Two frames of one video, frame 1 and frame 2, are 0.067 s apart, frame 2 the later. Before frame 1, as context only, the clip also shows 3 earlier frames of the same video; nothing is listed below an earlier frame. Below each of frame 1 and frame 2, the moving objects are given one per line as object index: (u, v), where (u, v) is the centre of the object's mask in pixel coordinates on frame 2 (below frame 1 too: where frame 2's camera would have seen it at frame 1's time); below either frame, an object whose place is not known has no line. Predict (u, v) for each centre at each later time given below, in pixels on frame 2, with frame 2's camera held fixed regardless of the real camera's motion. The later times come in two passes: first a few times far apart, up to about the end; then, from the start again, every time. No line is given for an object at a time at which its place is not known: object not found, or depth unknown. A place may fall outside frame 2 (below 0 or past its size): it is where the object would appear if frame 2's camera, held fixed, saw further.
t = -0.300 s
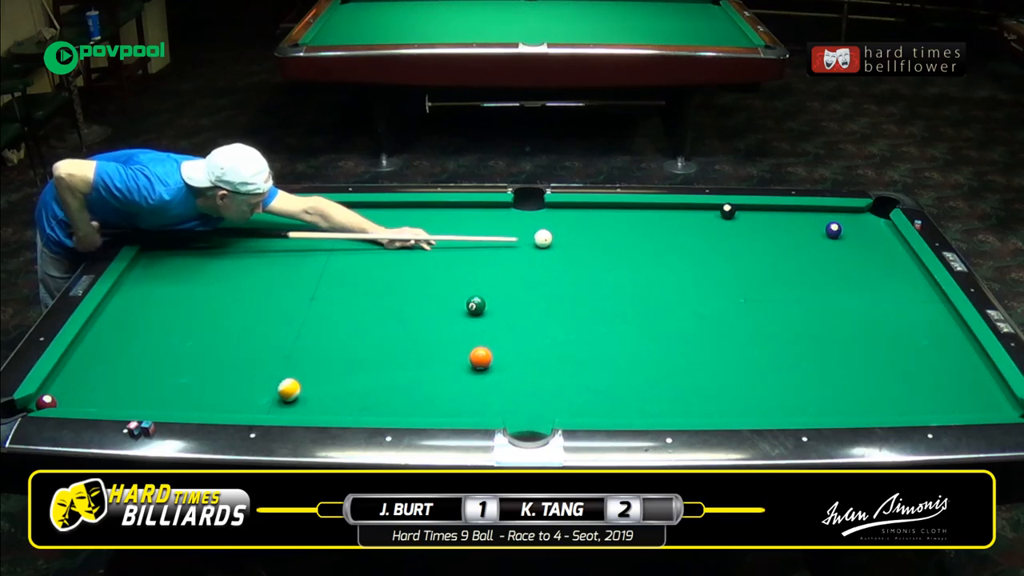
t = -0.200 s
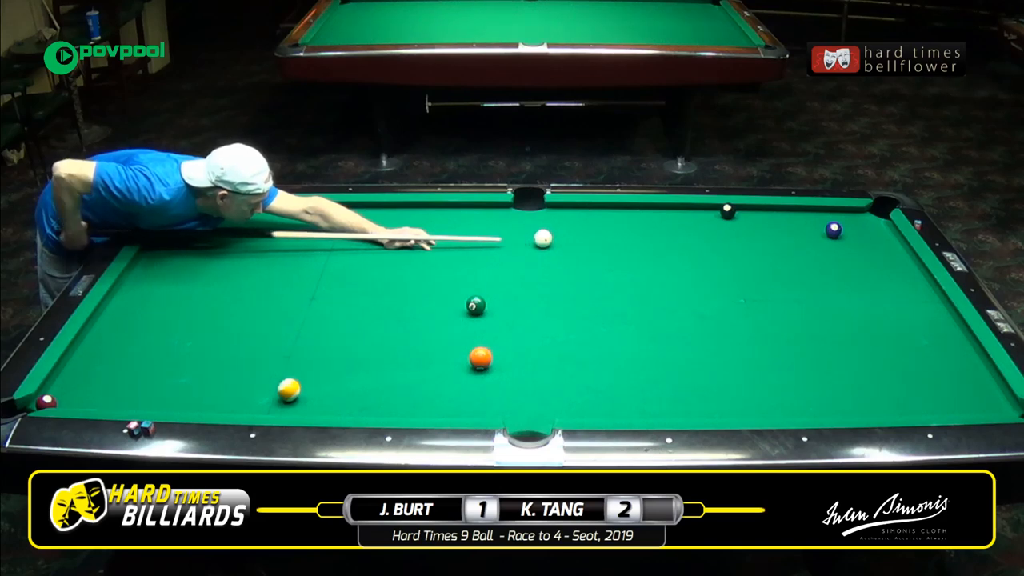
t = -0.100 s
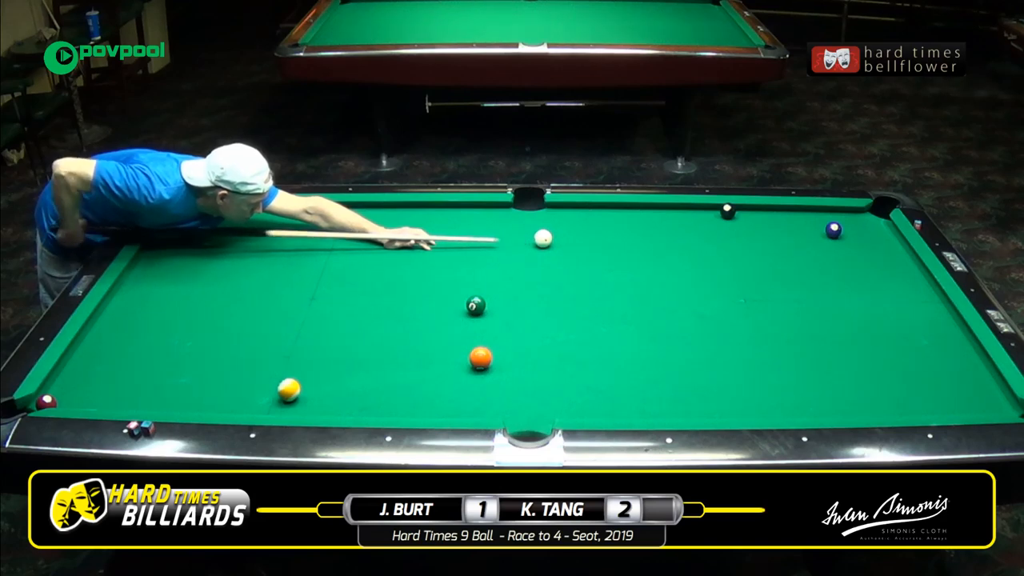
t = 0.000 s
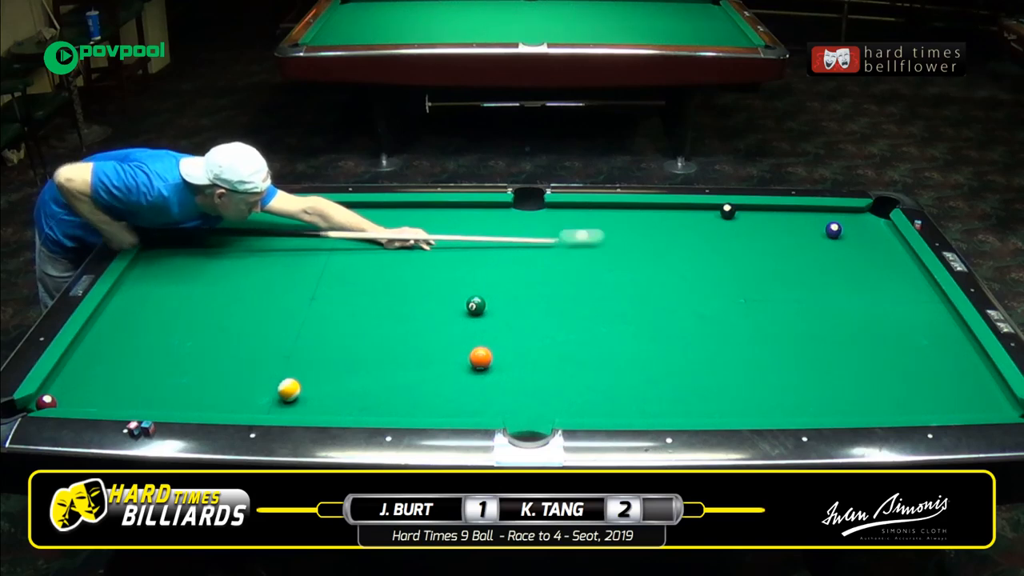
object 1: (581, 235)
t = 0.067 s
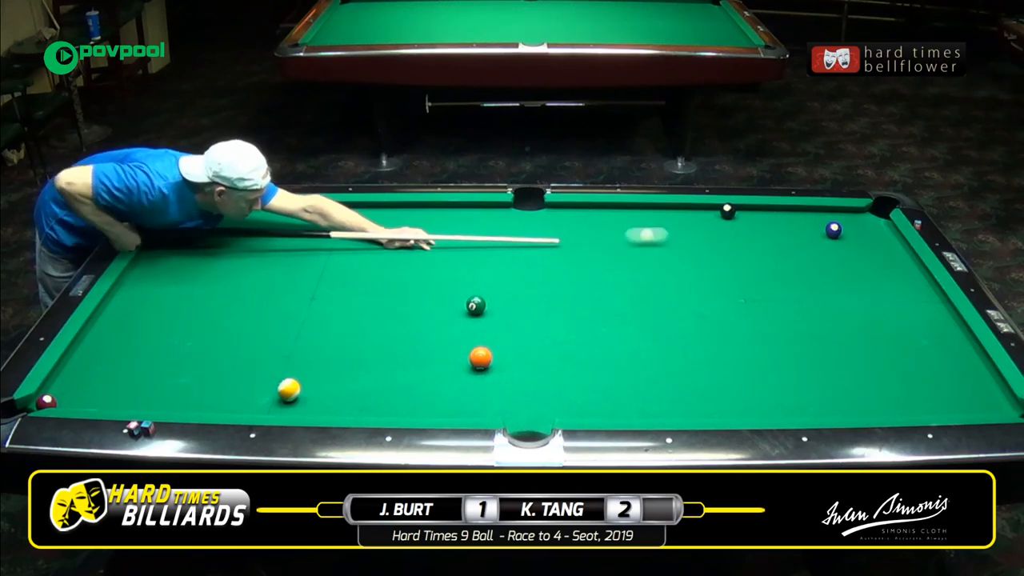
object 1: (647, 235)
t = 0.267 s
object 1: (810, 232)
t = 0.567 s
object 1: (908, 268)
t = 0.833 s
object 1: (916, 304)
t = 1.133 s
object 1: (901, 350)
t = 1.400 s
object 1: (885, 398)
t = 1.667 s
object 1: (835, 391)
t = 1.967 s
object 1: (769, 360)
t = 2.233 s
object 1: (716, 335)
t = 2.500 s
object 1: (668, 313)
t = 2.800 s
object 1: (620, 290)
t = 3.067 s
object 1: (581, 272)
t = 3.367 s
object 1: (543, 254)
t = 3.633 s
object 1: (512, 240)
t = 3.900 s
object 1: (484, 227)
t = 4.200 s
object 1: (456, 213)
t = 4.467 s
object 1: (434, 206)
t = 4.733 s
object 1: (419, 212)
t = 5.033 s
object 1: (403, 218)
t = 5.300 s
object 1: (390, 223)
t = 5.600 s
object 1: (376, 227)
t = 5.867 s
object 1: (366, 231)
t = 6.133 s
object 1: (356, 235)
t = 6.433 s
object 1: (348, 239)
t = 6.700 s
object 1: (342, 241)
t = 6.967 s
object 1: (338, 242)
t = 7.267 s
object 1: (335, 244)
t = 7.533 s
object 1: (333, 244)
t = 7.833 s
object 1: (334, 244)
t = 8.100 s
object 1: (333, 244)
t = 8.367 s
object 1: (334, 244)
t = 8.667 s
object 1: (334, 244)
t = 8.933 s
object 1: (334, 244)
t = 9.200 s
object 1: (334, 244)
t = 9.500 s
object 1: (334, 244)
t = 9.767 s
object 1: (334, 244)
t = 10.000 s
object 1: (334, 244)
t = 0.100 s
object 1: (677, 234)
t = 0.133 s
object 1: (707, 233)
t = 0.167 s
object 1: (739, 233)
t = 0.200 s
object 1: (763, 233)
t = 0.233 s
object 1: (789, 232)
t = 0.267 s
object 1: (810, 232)
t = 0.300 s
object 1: (828, 236)
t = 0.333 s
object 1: (840, 241)
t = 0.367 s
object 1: (850, 245)
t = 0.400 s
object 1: (860, 249)
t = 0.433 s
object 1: (869, 253)
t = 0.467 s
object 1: (879, 256)
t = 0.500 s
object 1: (888, 260)
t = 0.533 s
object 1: (898, 264)
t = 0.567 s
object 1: (908, 268)
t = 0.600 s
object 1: (918, 273)
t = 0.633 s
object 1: (925, 276)
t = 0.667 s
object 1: (923, 281)
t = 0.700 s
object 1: (922, 286)
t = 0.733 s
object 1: (920, 291)
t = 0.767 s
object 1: (919, 295)
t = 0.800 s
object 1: (917, 300)
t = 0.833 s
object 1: (916, 304)
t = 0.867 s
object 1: (914, 309)
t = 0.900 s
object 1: (913, 314)
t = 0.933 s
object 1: (911, 319)
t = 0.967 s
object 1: (909, 324)
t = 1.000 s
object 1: (908, 329)
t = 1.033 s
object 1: (906, 334)
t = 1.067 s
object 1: (905, 340)
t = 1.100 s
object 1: (902, 345)
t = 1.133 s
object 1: (901, 350)
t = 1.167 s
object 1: (899, 356)
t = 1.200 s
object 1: (897, 362)
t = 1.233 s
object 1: (895, 368)
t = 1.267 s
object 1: (893, 373)
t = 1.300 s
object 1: (891, 380)
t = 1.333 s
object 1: (890, 386)
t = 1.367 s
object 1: (887, 392)
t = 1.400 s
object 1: (885, 398)
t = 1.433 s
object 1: (883, 404)
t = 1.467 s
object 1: (881, 408)
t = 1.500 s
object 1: (874, 407)
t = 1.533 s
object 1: (866, 405)
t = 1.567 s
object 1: (858, 402)
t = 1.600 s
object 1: (850, 398)
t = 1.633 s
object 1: (842, 394)
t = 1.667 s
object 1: (835, 391)
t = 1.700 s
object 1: (827, 387)
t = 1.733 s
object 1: (820, 384)
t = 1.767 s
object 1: (812, 380)
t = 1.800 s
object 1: (805, 377)
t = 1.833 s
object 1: (797, 373)
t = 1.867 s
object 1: (791, 370)
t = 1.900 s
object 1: (783, 367)
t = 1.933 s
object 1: (776, 364)
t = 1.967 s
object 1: (769, 360)
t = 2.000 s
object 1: (762, 357)
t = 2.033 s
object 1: (756, 354)
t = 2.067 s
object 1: (749, 351)
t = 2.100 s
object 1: (742, 348)
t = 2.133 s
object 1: (735, 344)
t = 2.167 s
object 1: (729, 341)
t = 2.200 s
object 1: (723, 338)
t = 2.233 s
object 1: (716, 335)
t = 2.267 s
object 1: (710, 333)
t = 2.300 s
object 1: (704, 330)
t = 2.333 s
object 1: (698, 327)
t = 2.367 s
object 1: (692, 324)
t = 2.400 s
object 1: (686, 321)
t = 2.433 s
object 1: (680, 319)
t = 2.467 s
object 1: (674, 316)
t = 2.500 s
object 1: (668, 313)
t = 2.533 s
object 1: (663, 310)
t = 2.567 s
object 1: (657, 308)
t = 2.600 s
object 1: (651, 305)
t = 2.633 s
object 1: (646, 303)
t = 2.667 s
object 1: (640, 300)
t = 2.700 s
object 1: (635, 298)
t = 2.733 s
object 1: (630, 295)
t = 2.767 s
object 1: (625, 293)
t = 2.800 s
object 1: (620, 290)
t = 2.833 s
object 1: (614, 288)
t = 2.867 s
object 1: (610, 286)
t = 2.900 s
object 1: (605, 283)
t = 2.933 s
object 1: (600, 281)
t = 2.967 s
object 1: (595, 279)
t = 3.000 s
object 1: (591, 277)
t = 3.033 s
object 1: (586, 275)
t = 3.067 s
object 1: (581, 272)
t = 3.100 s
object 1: (577, 270)
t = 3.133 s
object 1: (572, 268)
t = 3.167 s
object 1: (568, 266)
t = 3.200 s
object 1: (563, 264)
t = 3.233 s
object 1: (559, 262)
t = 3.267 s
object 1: (555, 260)
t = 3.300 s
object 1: (551, 258)
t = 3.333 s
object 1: (546, 256)
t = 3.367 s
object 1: (543, 254)
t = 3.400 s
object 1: (539, 252)
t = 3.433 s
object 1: (535, 250)
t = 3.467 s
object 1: (530, 249)
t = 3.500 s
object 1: (527, 247)
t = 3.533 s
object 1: (523, 245)
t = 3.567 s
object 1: (519, 243)
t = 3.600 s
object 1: (515, 241)
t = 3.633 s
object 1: (512, 240)
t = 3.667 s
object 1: (508, 238)
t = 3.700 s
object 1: (504, 236)
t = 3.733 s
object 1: (501, 235)
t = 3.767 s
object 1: (497, 233)
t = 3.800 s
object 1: (494, 231)
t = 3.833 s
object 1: (491, 230)
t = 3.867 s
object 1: (487, 228)
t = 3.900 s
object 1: (484, 227)
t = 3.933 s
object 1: (481, 225)
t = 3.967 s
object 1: (477, 224)
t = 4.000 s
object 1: (474, 222)
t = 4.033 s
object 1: (471, 221)
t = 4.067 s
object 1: (468, 219)
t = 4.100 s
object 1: (465, 218)
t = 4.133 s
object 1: (462, 216)
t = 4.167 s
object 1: (459, 215)
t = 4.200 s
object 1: (456, 213)
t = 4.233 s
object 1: (453, 212)
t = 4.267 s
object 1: (450, 211)
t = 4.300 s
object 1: (447, 210)
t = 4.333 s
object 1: (444, 208)
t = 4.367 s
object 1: (441, 207)
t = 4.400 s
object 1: (439, 206)
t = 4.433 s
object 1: (436, 205)
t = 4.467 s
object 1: (434, 206)
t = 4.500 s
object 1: (432, 207)
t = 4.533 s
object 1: (430, 208)
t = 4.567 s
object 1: (428, 208)
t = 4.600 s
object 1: (426, 209)
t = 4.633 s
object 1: (425, 210)
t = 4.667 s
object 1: (423, 210)
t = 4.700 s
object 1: (421, 211)
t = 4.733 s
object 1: (419, 212)
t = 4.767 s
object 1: (417, 212)
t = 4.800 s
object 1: (415, 213)
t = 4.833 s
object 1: (413, 214)
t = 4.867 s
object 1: (412, 214)
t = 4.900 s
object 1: (410, 215)
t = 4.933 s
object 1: (408, 216)
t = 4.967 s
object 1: (406, 216)
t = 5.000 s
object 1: (405, 217)
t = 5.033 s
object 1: (403, 218)
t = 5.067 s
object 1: (401, 218)
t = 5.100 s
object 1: (399, 219)
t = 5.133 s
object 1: (398, 219)
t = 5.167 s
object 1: (396, 220)
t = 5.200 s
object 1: (394, 221)
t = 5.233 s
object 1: (393, 221)
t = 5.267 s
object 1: (391, 222)
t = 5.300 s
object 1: (390, 223)
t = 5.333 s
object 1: (388, 223)
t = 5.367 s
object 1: (386, 224)
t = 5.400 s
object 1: (385, 224)
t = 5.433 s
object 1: (383, 225)
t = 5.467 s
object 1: (382, 226)
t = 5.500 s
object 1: (380, 226)
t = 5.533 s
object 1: (379, 226)
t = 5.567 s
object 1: (377, 227)
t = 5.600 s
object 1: (376, 227)
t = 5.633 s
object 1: (375, 228)
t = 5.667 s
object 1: (373, 228)
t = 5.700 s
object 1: (372, 229)
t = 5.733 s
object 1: (371, 229)
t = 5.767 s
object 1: (369, 230)
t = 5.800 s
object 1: (368, 231)
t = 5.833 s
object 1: (367, 231)
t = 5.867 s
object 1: (366, 231)
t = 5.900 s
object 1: (364, 232)
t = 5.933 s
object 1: (363, 232)
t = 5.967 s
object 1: (362, 233)
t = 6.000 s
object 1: (361, 233)
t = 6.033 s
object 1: (360, 234)
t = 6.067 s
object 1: (359, 234)
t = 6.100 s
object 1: (358, 235)
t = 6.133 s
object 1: (356, 235)
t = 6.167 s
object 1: (356, 235)
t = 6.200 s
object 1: (355, 236)
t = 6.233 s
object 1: (354, 236)
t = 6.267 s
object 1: (353, 237)
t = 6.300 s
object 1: (352, 237)
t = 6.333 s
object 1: (351, 237)
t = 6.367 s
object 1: (350, 238)
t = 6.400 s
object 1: (349, 238)
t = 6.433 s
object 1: (348, 239)
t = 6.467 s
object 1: (347, 239)
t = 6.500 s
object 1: (346, 239)
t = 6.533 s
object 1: (346, 239)
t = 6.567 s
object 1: (345, 240)
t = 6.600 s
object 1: (344, 240)
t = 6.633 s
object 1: (344, 240)
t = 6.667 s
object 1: (343, 241)
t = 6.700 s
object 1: (342, 241)
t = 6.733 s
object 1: (341, 241)
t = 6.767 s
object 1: (341, 241)
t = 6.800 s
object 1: (340, 242)
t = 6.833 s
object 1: (340, 242)
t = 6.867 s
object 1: (340, 242)
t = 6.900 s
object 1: (339, 242)
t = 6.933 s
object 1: (339, 242)
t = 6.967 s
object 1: (338, 242)
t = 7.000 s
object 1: (338, 243)
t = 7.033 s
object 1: (337, 243)
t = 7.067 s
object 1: (337, 243)
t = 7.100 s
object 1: (336, 244)
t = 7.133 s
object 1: (336, 244)
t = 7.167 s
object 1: (336, 244)
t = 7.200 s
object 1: (335, 244)
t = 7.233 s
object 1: (335, 244)
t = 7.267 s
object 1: (335, 244)
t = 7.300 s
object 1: (335, 244)
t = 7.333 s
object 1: (334, 244)
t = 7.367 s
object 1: (334, 244)
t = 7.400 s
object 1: (334, 244)
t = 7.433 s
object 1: (334, 244)
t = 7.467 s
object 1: (333, 244)
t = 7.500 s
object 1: (333, 244)
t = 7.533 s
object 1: (333, 244)
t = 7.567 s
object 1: (333, 244)
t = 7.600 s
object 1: (333, 244)
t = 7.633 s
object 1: (333, 244)
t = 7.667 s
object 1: (333, 244)
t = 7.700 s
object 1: (333, 244)
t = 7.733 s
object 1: (333, 244)
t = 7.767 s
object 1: (334, 244)
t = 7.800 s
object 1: (333, 244)
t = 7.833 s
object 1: (334, 244)
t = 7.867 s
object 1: (333, 244)
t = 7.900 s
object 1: (334, 244)
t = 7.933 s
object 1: (333, 244)
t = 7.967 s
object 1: (333, 244)
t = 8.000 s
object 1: (334, 244)
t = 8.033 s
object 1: (333, 244)
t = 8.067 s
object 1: (334, 244)
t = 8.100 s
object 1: (333, 244)
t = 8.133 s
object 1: (334, 244)
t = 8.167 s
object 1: (333, 244)
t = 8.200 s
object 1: (333, 244)
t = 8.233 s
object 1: (334, 244)
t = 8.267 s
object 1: (334, 244)
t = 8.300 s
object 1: (334, 244)
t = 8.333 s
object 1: (334, 244)
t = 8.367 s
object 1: (334, 244)
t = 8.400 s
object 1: (334, 244)
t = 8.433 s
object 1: (334, 244)
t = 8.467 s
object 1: (333, 244)
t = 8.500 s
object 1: (333, 244)
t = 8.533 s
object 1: (334, 244)
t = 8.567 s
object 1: (334, 244)
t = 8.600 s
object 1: (333, 244)
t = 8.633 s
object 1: (333, 244)
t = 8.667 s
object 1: (334, 244)
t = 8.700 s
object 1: (334, 244)
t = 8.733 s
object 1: (334, 244)
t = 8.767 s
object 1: (334, 244)
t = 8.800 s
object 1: (334, 244)
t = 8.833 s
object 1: (334, 244)
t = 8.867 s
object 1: (333, 244)
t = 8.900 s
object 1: (334, 244)
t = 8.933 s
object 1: (334, 244)
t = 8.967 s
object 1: (334, 244)
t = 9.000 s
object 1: (333, 244)
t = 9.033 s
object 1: (334, 244)
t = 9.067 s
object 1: (334, 244)
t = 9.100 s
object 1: (334, 244)
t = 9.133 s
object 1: (333, 244)
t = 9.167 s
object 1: (333, 244)
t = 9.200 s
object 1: (334, 244)
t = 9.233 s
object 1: (333, 244)
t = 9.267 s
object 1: (334, 244)
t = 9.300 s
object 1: (334, 244)
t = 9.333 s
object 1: (334, 244)
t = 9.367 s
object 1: (334, 244)
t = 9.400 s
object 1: (334, 244)
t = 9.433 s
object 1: (333, 244)
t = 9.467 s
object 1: (333, 244)
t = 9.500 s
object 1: (334, 244)
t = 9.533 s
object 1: (334, 244)
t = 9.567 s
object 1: (334, 244)
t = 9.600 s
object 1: (334, 244)
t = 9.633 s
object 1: (334, 244)
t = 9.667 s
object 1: (334, 244)
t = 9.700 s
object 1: (333, 244)
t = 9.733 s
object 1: (334, 244)
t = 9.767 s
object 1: (334, 244)
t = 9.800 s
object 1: (333, 244)
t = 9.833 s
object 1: (333, 244)
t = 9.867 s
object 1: (333, 244)
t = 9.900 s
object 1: (334, 244)
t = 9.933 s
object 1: (334, 244)
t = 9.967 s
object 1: (334, 244)
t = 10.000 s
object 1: (334, 244)
